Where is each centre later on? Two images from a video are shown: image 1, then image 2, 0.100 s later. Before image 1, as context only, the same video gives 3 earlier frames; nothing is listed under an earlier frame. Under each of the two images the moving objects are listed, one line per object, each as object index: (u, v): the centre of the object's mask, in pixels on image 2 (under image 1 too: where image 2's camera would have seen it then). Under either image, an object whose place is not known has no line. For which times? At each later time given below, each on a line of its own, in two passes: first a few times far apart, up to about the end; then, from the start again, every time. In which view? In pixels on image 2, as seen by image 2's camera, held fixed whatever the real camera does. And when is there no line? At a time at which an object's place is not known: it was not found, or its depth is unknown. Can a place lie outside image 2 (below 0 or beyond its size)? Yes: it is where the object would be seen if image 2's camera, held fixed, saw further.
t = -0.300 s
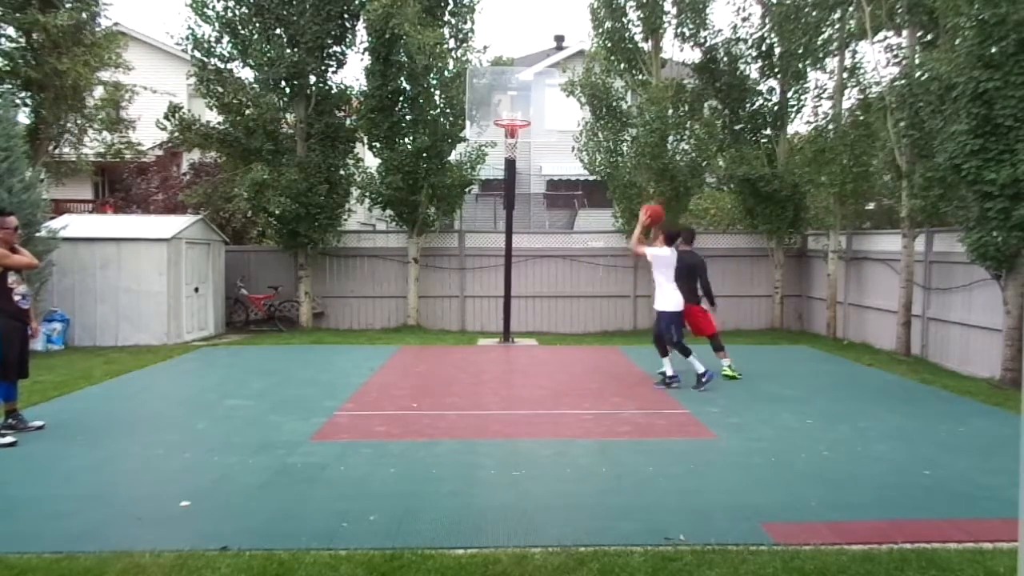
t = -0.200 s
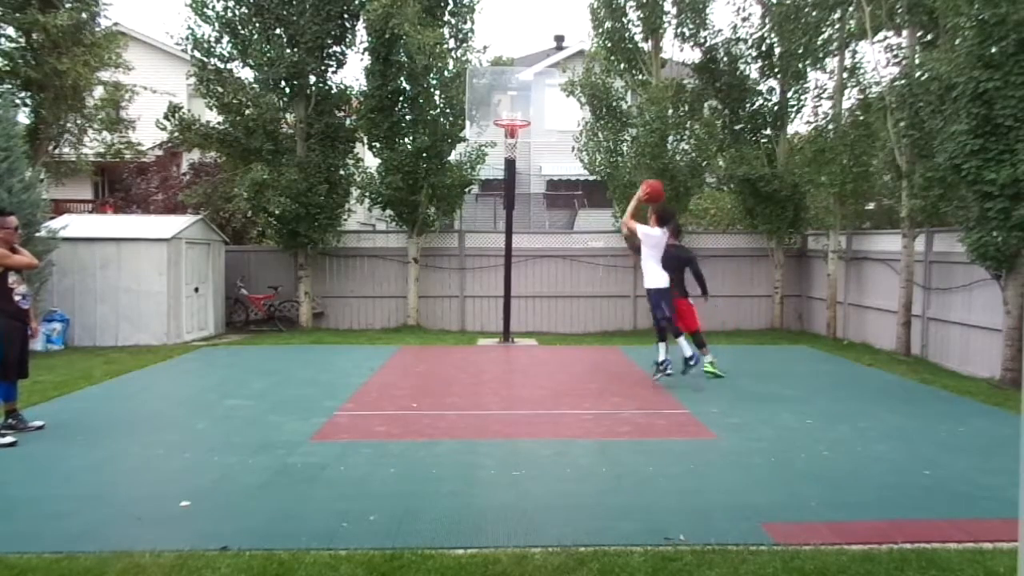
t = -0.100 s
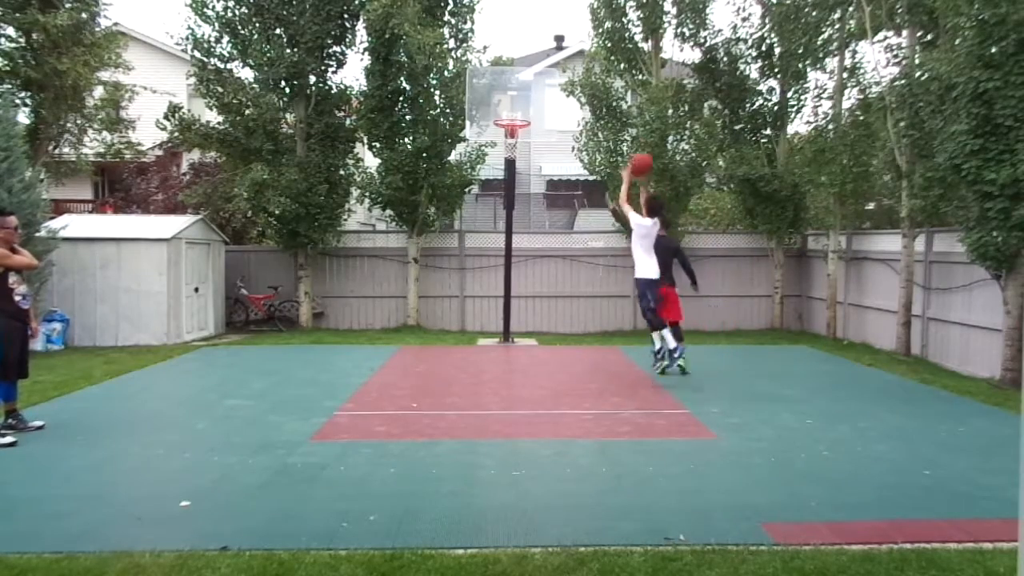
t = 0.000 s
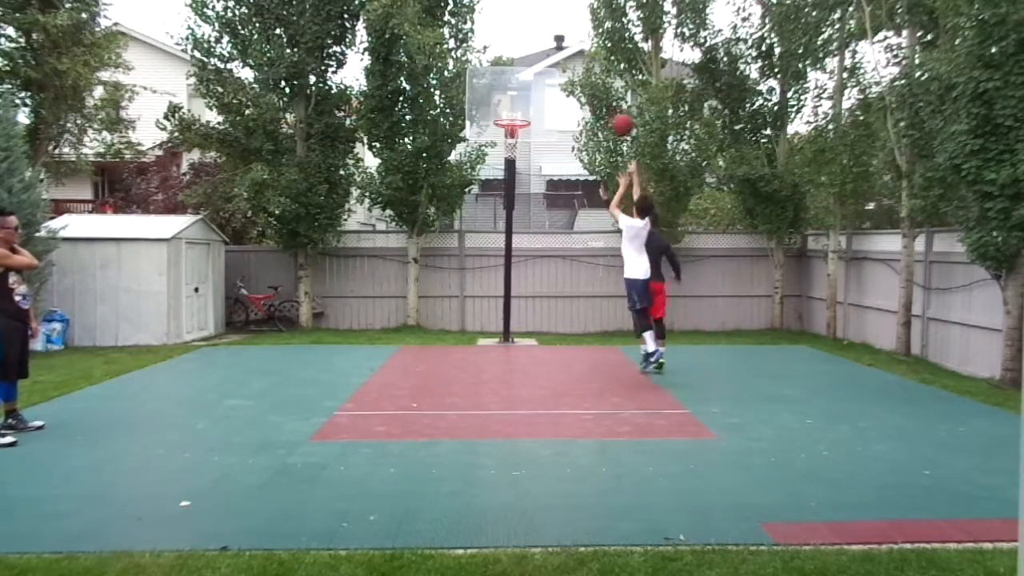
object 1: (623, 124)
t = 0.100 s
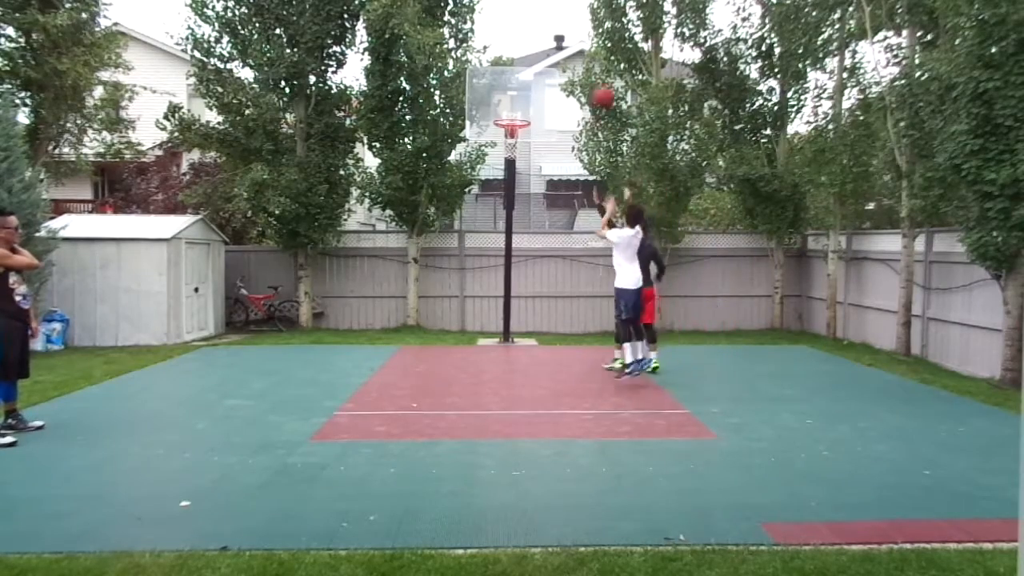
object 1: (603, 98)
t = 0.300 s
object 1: (570, 74)
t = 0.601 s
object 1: (527, 101)
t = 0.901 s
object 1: (506, 144)
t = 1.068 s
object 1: (503, 160)
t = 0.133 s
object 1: (597, 91)
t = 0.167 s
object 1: (591, 86)
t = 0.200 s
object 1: (586, 81)
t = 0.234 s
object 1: (580, 78)
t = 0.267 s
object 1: (576, 75)
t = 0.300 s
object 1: (570, 74)
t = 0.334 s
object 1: (565, 74)
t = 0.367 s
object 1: (560, 74)
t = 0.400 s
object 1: (554, 76)
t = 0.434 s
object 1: (550, 78)
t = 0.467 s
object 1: (545, 81)
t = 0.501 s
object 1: (540, 85)
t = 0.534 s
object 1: (536, 90)
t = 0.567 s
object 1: (531, 95)
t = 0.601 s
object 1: (527, 101)
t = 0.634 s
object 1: (523, 108)
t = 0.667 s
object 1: (520, 117)
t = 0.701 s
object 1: (515, 126)
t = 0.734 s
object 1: (511, 132)
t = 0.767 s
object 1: (508, 141)
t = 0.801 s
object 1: (505, 145)
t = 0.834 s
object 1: (507, 143)
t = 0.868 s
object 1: (506, 143)
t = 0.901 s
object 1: (506, 144)
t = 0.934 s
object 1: (505, 145)
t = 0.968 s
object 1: (505, 147)
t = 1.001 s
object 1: (504, 151)
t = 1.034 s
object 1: (504, 155)
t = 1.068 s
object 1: (503, 160)
